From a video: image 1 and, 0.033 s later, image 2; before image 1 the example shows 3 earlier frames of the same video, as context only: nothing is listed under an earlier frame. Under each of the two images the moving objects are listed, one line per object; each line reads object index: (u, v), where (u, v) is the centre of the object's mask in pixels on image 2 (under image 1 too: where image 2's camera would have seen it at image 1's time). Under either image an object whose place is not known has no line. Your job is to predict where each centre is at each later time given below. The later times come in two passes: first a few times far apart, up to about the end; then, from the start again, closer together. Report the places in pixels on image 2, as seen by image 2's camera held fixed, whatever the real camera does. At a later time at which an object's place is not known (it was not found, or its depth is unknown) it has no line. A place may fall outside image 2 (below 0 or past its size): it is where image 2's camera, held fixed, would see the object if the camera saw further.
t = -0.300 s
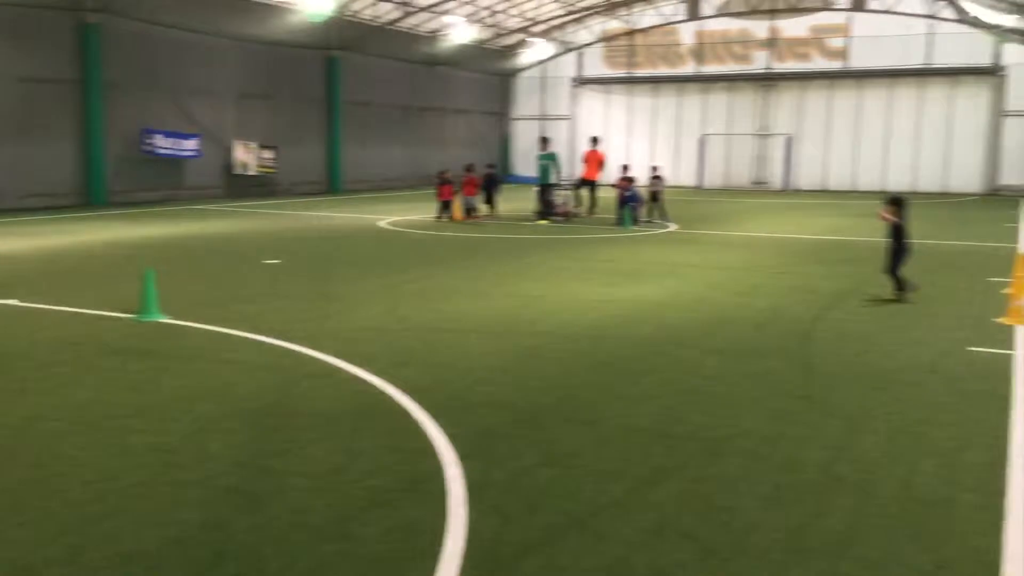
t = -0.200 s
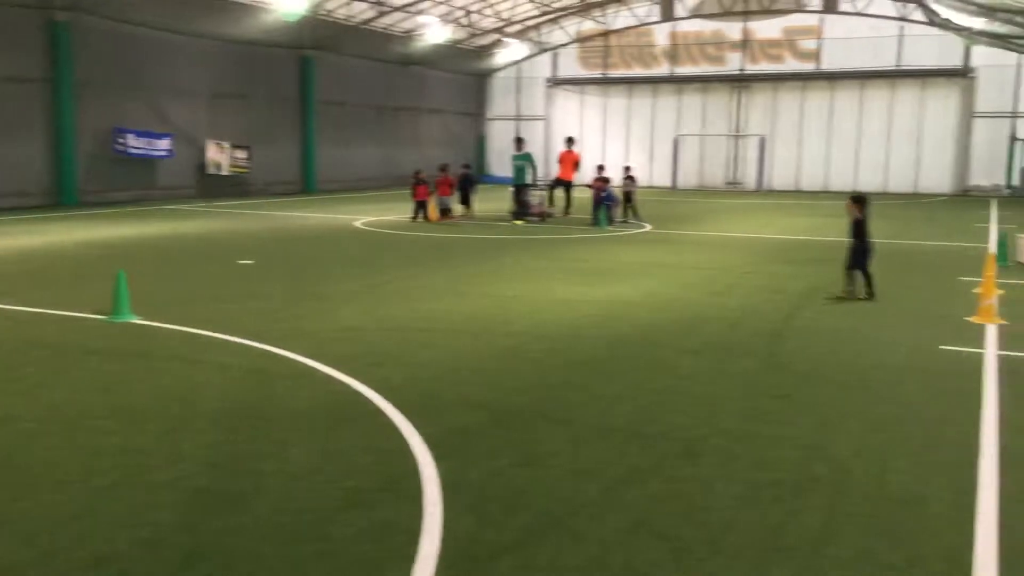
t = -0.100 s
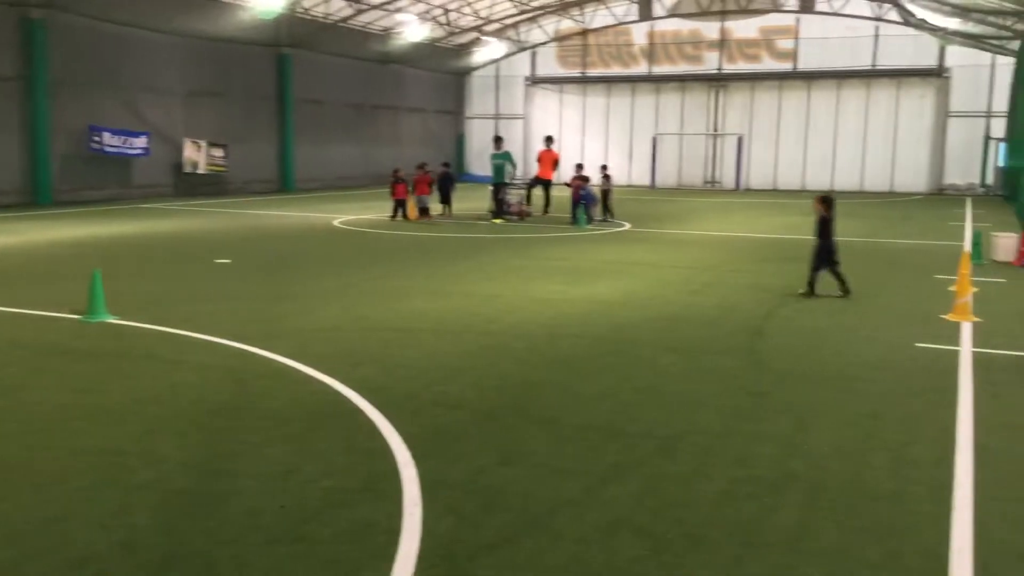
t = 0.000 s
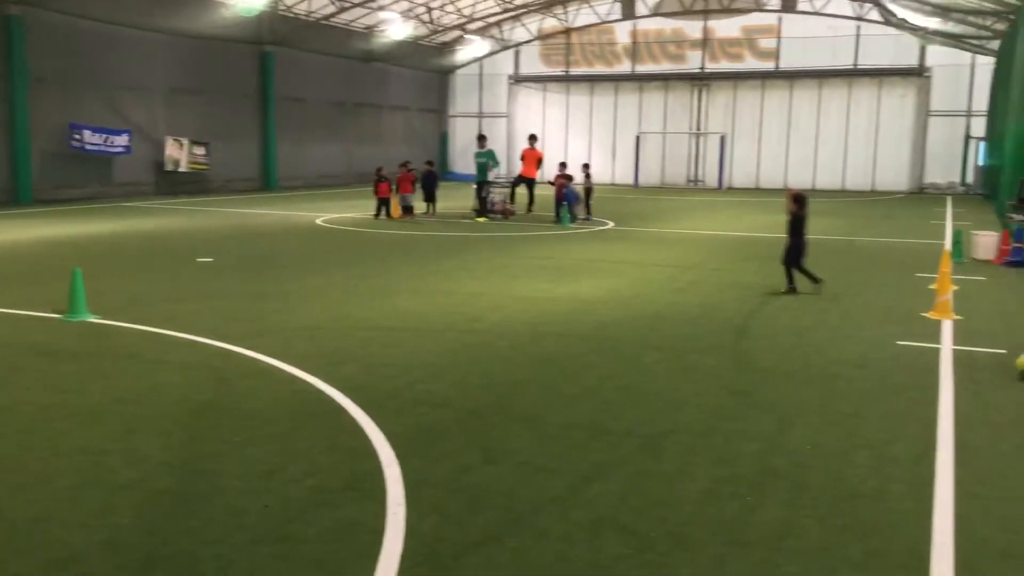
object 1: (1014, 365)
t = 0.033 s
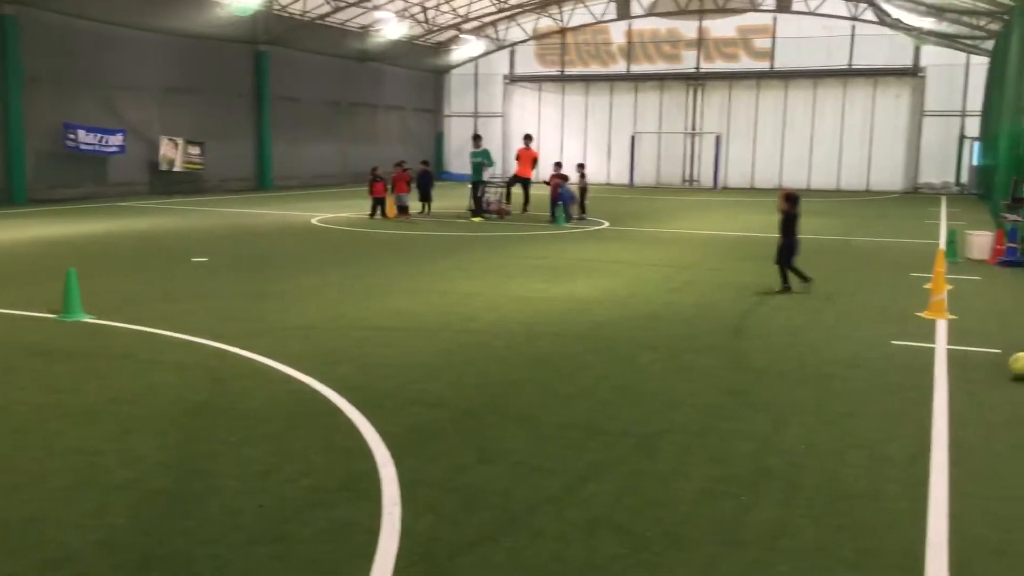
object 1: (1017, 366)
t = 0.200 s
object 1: (1013, 371)
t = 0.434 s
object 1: (997, 379)
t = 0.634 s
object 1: (980, 386)
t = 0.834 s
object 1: (964, 393)
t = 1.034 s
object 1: (945, 399)
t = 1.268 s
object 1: (924, 405)
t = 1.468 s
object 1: (904, 412)
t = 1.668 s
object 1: (886, 418)
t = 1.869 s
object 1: (865, 425)
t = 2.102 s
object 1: (842, 433)
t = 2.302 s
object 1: (822, 439)
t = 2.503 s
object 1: (801, 446)
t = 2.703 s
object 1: (782, 453)
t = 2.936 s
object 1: (759, 462)
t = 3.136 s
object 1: (738, 469)
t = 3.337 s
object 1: (718, 475)
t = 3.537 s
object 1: (698, 482)
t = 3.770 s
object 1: (672, 490)
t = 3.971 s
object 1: (652, 496)
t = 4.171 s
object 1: (630, 502)
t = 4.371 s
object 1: (610, 509)
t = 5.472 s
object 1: (491, 537)
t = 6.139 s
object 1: (428, 545)
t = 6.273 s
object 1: (418, 546)
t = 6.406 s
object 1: (409, 546)
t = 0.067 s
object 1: (1018, 368)
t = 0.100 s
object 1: (1019, 368)
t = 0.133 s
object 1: (1018, 369)
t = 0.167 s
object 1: (1016, 371)
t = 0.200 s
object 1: (1013, 371)
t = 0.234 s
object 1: (1010, 373)
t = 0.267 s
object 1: (1009, 374)
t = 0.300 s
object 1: (1005, 375)
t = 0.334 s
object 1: (1003, 376)
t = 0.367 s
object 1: (1001, 378)
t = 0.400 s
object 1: (1000, 379)
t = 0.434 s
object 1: (997, 379)
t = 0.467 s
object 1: (994, 380)
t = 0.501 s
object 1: (991, 381)
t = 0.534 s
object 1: (988, 383)
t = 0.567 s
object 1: (985, 384)
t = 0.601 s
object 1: (983, 385)
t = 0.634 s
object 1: (980, 386)
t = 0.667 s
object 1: (977, 388)
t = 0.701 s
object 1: (975, 388)
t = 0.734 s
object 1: (972, 390)
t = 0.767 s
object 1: (969, 391)
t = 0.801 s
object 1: (965, 391)
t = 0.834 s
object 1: (964, 393)
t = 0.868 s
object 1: (961, 394)
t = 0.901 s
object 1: (958, 394)
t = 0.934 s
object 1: (954, 395)
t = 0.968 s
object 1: (952, 396)
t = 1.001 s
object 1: (949, 398)
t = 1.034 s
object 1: (945, 399)
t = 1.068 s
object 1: (942, 400)
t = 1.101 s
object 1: (939, 401)
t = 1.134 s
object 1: (937, 402)
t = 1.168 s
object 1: (934, 402)
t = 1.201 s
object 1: (930, 403)
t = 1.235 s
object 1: (928, 404)
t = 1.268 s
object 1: (924, 405)
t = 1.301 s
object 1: (920, 406)
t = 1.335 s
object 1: (917, 408)
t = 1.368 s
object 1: (915, 409)
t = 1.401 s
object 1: (912, 410)
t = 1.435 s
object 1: (907, 411)
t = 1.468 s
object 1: (904, 412)
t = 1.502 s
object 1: (901, 413)
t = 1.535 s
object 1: (898, 415)
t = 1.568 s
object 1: (895, 416)
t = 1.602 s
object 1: (892, 416)
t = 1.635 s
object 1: (889, 418)
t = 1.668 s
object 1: (886, 418)
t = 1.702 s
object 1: (882, 420)
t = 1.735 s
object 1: (879, 421)
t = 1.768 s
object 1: (876, 423)
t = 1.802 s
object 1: (872, 423)
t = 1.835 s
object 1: (869, 424)
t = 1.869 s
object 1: (865, 425)
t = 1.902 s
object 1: (862, 426)
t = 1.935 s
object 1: (859, 427)
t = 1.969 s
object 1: (856, 428)
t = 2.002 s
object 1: (852, 429)
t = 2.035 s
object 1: (849, 431)
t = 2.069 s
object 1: (846, 432)
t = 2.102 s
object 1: (842, 433)
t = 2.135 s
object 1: (838, 434)
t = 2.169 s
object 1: (837, 435)
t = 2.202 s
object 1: (832, 437)
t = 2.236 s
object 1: (829, 438)
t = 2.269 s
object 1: (826, 438)
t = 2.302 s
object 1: (822, 439)
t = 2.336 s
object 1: (819, 440)
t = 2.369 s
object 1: (815, 443)
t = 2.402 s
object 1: (812, 444)
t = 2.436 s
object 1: (809, 445)
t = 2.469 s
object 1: (805, 445)
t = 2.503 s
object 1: (801, 446)
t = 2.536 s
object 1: (798, 448)
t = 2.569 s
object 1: (795, 449)
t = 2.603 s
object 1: (792, 450)
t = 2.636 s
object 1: (790, 450)
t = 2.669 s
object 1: (786, 452)
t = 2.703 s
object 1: (782, 453)
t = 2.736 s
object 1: (780, 454)
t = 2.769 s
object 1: (776, 455)
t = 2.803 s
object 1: (772, 457)
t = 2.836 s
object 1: (770, 458)
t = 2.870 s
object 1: (765, 459)
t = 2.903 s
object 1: (762, 461)
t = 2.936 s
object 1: (759, 462)
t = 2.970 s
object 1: (755, 463)
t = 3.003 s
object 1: (752, 464)
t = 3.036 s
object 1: (748, 466)
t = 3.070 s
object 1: (745, 467)
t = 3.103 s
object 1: (742, 467)
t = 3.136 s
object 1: (738, 469)
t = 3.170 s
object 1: (734, 470)
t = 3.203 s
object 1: (731, 471)
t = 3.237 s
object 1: (729, 472)
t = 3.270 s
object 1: (726, 473)
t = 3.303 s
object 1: (721, 475)
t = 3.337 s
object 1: (718, 475)
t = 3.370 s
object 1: (716, 476)
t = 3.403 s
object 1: (712, 477)
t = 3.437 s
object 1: (707, 479)
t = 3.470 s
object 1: (705, 480)
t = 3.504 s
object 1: (702, 481)
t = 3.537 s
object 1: (698, 482)
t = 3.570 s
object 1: (694, 484)
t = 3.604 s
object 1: (691, 485)
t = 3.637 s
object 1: (687, 485)
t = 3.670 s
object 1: (683, 487)
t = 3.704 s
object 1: (680, 488)
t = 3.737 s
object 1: (676, 489)
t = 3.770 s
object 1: (672, 490)
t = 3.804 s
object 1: (669, 491)
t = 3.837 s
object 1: (665, 492)
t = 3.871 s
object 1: (662, 493)
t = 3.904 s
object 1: (659, 493)
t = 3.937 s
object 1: (656, 494)
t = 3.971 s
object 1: (652, 496)
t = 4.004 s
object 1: (648, 497)
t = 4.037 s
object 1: (645, 498)
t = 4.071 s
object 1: (641, 499)
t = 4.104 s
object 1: (638, 500)
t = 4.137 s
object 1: (633, 501)
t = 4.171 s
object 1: (630, 502)
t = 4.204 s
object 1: (628, 503)
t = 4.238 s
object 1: (624, 504)
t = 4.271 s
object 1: (620, 506)
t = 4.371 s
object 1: (610, 509)
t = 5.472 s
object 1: (491, 537)
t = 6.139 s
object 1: (428, 545)
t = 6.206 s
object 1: (423, 546)
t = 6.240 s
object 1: (421, 546)
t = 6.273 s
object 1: (418, 546)
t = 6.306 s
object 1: (415, 546)
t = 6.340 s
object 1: (413, 546)
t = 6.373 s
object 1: (411, 546)
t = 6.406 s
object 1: (409, 546)
